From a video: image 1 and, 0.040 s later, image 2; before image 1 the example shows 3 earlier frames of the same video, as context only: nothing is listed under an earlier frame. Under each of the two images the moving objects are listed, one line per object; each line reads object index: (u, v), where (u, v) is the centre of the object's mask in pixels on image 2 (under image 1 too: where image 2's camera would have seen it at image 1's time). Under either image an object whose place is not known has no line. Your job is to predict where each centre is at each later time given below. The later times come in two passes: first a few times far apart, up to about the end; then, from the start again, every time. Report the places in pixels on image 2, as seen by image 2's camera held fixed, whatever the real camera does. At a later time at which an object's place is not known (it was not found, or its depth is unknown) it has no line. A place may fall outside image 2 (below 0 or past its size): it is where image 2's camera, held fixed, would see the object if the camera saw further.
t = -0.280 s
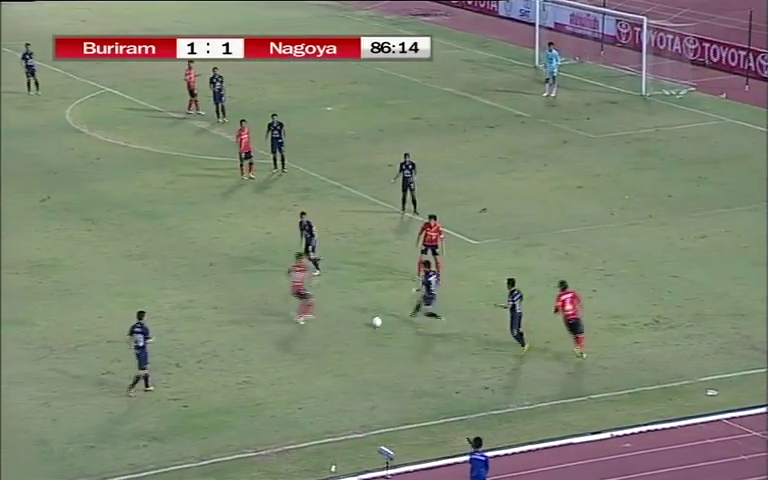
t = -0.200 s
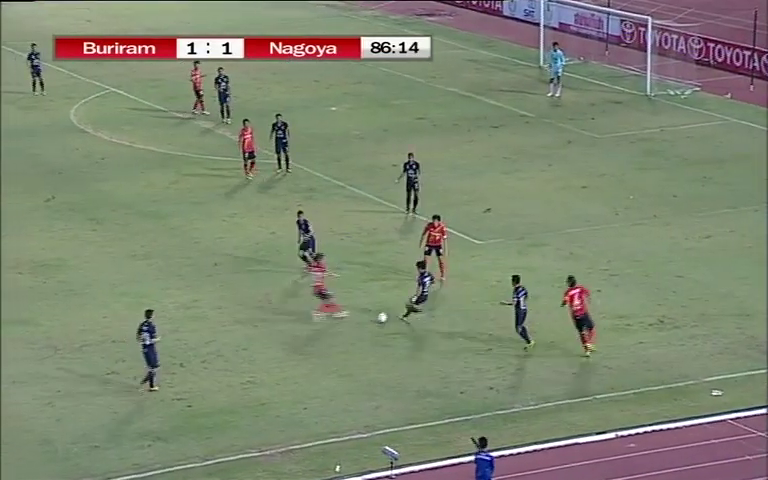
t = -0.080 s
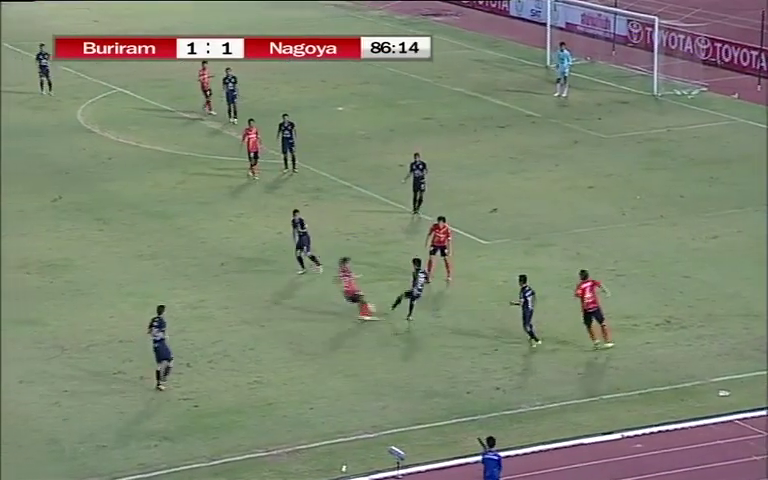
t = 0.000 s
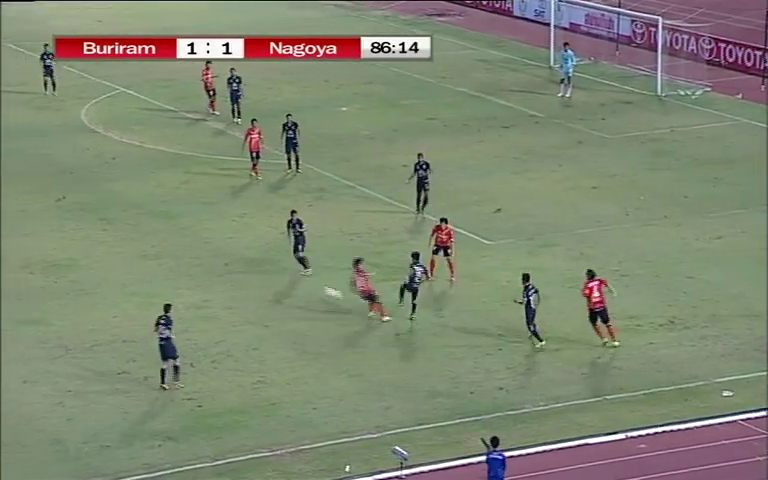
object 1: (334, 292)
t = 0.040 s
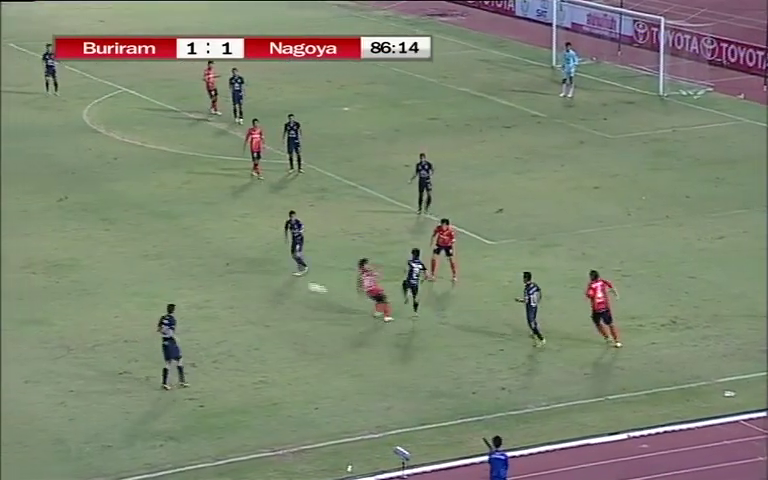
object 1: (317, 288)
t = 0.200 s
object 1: (249, 274)
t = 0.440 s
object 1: (168, 251)
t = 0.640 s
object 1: (119, 231)
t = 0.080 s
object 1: (299, 284)
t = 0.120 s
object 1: (281, 281)
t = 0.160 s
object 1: (264, 279)
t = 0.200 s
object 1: (249, 274)
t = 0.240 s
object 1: (234, 268)
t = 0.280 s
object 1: (221, 263)
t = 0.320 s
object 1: (206, 259)
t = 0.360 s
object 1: (193, 255)
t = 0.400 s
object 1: (180, 253)
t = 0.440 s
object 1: (168, 251)
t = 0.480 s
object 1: (156, 248)
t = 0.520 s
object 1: (146, 243)
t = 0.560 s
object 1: (137, 237)
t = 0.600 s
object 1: (128, 234)
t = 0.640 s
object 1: (119, 231)
